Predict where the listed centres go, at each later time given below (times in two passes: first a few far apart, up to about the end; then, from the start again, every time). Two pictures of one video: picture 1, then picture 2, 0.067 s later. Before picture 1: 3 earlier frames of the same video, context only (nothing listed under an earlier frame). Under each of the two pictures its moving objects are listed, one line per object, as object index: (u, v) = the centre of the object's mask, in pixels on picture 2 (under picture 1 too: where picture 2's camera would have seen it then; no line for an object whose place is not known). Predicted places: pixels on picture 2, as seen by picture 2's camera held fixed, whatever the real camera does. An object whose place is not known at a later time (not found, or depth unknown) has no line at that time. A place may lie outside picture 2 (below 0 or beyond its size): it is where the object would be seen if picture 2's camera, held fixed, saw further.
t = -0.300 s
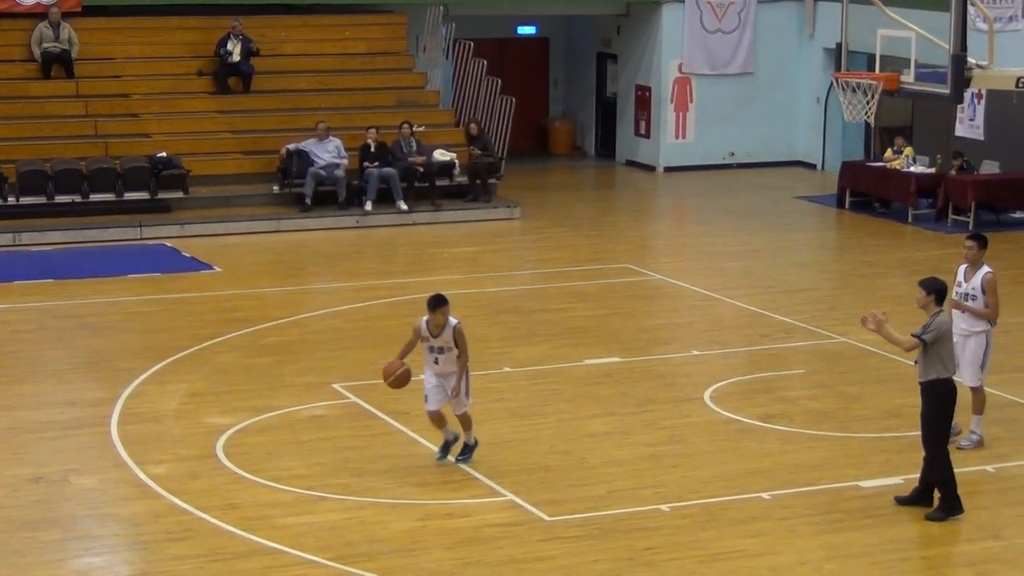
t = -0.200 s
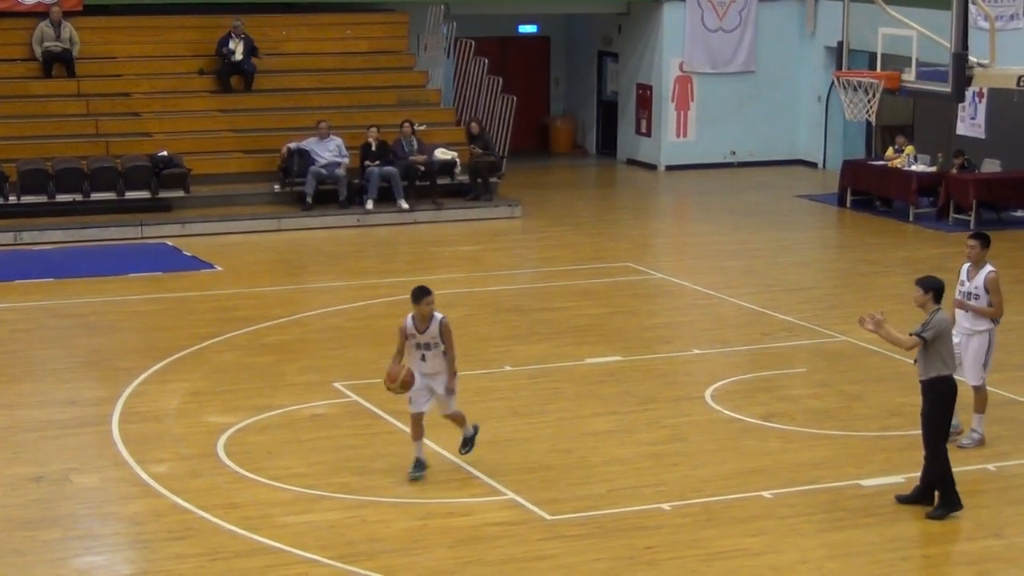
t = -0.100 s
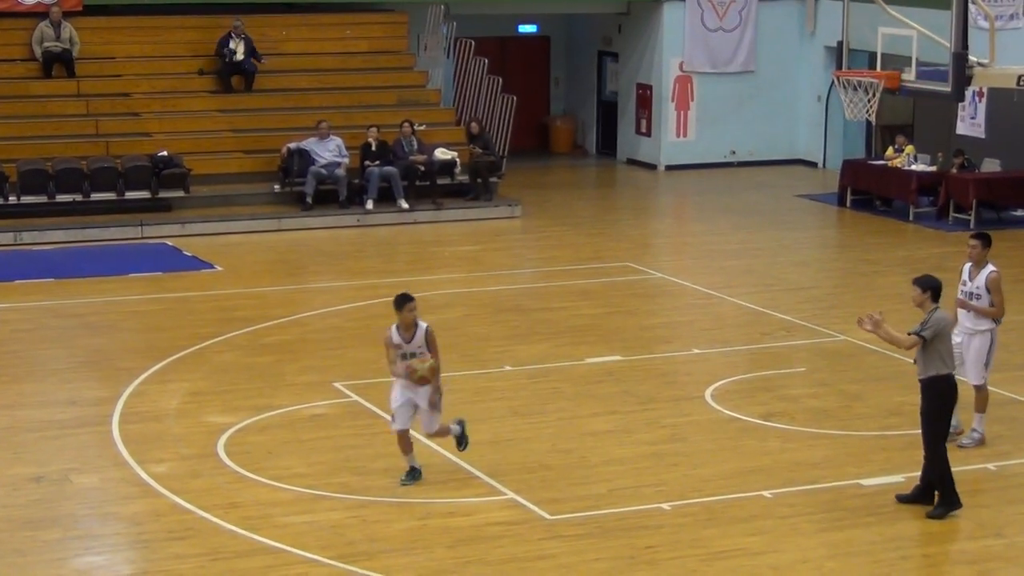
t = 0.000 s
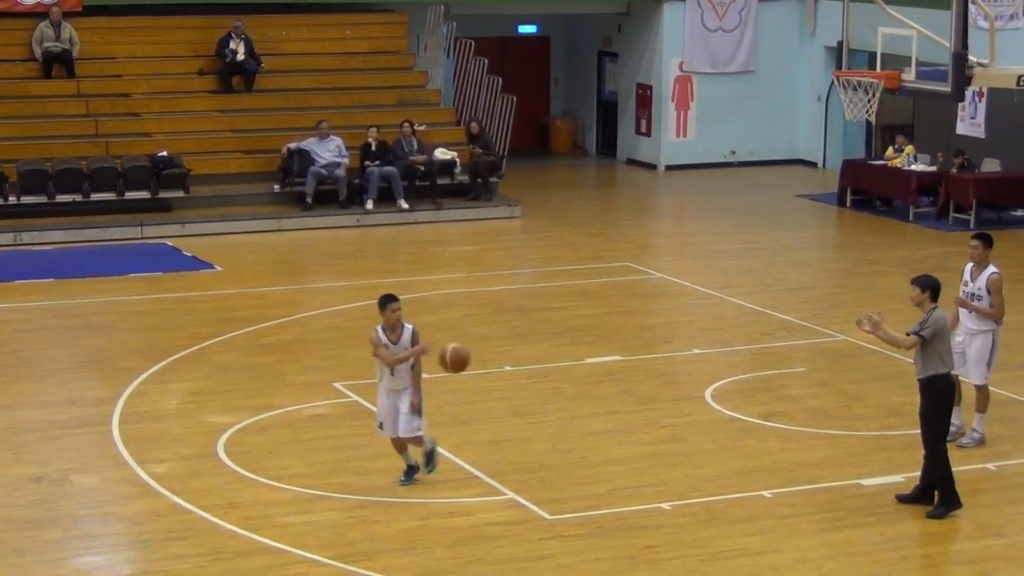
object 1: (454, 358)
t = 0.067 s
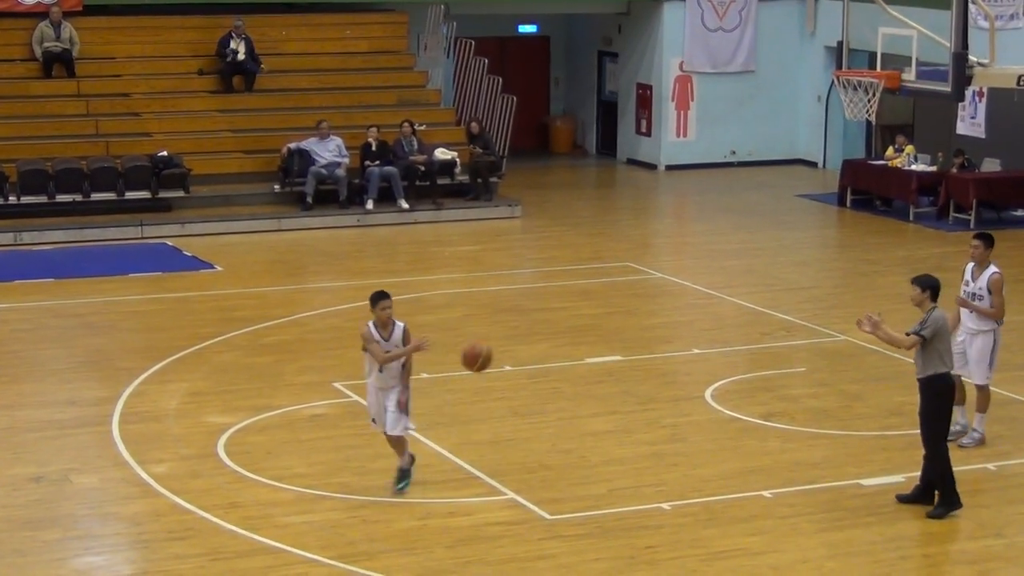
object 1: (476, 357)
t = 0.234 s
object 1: (530, 378)
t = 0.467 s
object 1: (608, 469)
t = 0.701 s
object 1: (671, 471)
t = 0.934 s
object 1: (723, 428)
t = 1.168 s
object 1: (774, 454)
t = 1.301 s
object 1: (802, 503)
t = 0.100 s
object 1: (487, 358)
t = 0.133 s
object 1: (498, 361)
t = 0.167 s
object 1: (509, 366)
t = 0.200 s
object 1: (519, 371)
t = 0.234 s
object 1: (530, 378)
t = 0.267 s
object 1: (541, 387)
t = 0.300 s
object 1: (552, 397)
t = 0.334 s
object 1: (564, 408)
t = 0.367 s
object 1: (574, 421)
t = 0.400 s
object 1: (586, 435)
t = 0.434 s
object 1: (597, 452)
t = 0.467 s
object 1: (608, 469)
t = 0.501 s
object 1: (619, 487)
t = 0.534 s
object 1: (630, 509)
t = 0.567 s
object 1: (640, 528)
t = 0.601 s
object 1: (648, 512)
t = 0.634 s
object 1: (656, 496)
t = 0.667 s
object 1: (663, 483)
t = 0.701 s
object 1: (671, 471)
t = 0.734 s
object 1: (678, 461)
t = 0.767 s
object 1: (686, 452)
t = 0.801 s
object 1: (694, 444)
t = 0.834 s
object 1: (701, 438)
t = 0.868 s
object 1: (708, 433)
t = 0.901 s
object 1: (716, 430)
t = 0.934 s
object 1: (723, 428)
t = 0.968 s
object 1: (730, 428)
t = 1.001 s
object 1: (738, 428)
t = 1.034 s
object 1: (745, 430)
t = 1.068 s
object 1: (753, 434)
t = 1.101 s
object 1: (760, 440)
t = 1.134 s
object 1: (767, 447)
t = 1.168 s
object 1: (774, 454)
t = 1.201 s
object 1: (781, 464)
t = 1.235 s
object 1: (788, 475)
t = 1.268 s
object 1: (795, 489)
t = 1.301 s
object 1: (802, 503)
